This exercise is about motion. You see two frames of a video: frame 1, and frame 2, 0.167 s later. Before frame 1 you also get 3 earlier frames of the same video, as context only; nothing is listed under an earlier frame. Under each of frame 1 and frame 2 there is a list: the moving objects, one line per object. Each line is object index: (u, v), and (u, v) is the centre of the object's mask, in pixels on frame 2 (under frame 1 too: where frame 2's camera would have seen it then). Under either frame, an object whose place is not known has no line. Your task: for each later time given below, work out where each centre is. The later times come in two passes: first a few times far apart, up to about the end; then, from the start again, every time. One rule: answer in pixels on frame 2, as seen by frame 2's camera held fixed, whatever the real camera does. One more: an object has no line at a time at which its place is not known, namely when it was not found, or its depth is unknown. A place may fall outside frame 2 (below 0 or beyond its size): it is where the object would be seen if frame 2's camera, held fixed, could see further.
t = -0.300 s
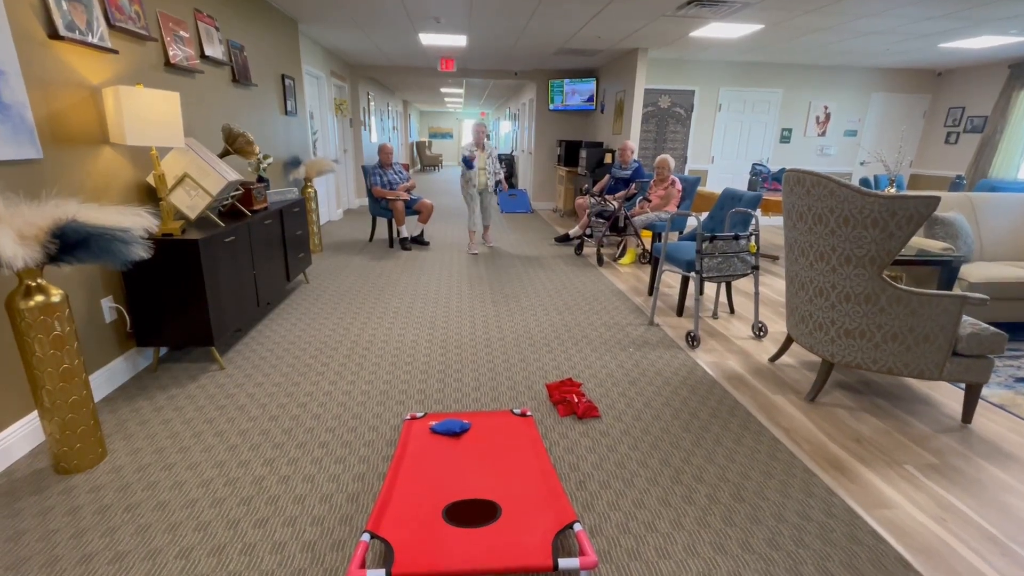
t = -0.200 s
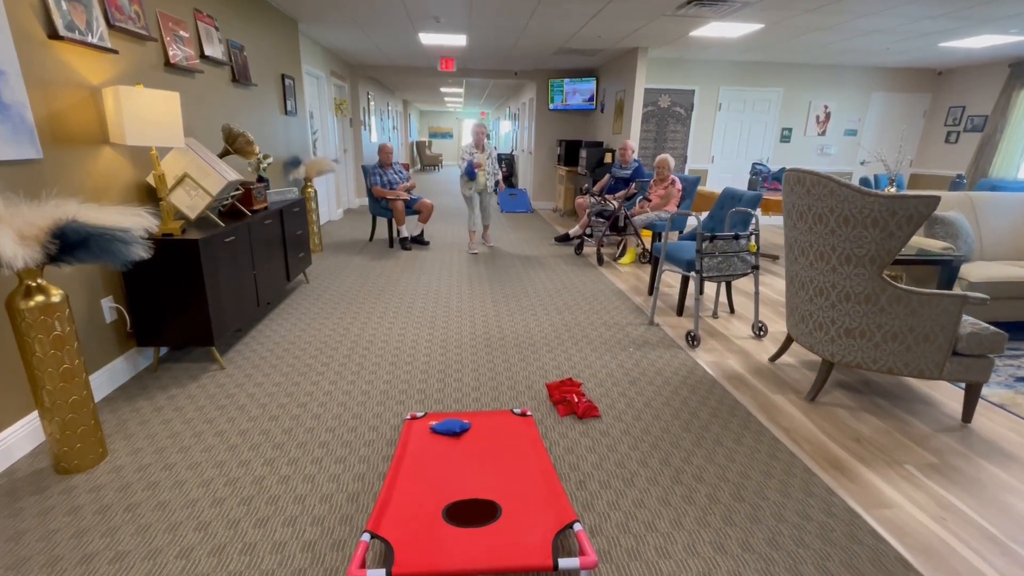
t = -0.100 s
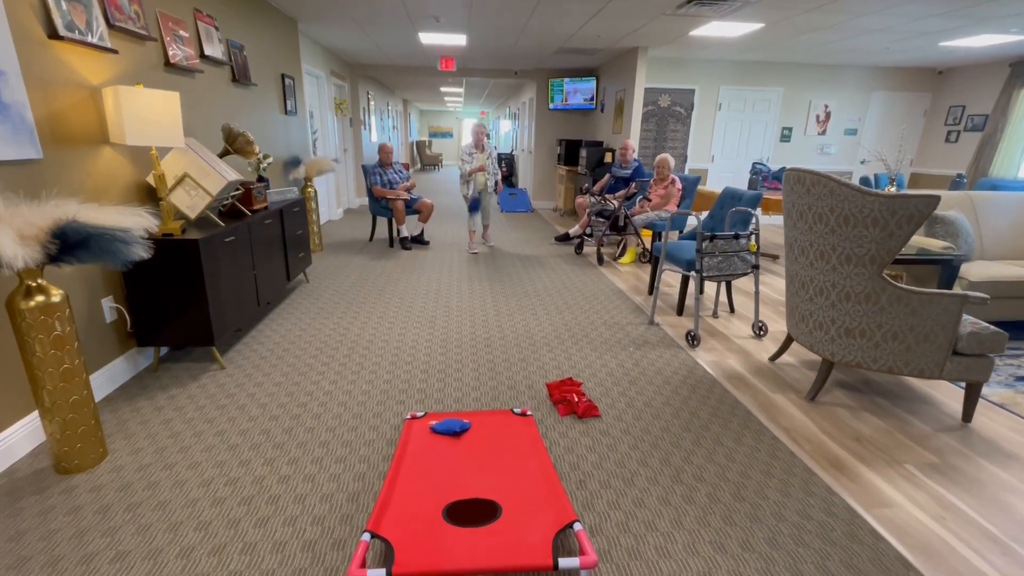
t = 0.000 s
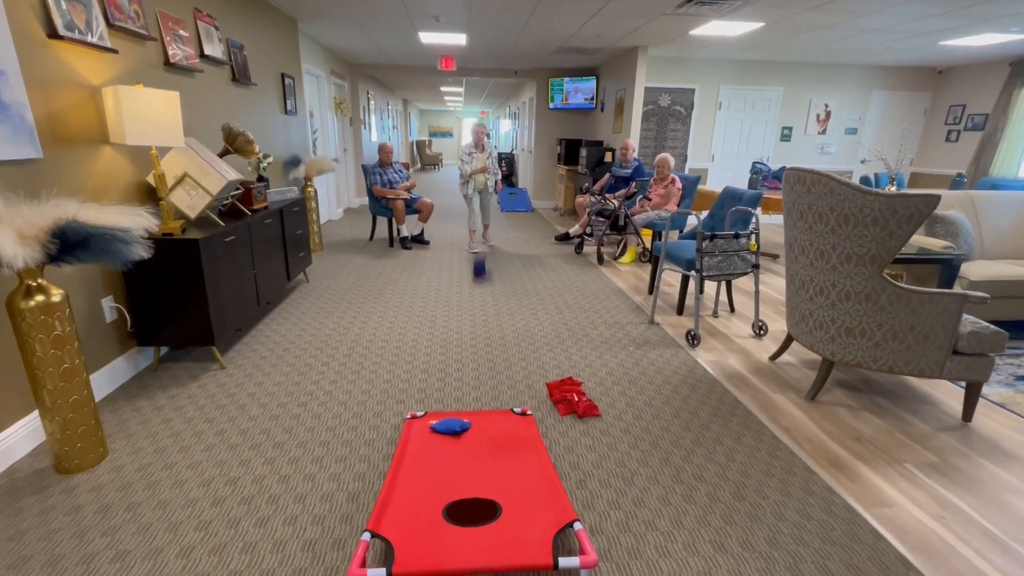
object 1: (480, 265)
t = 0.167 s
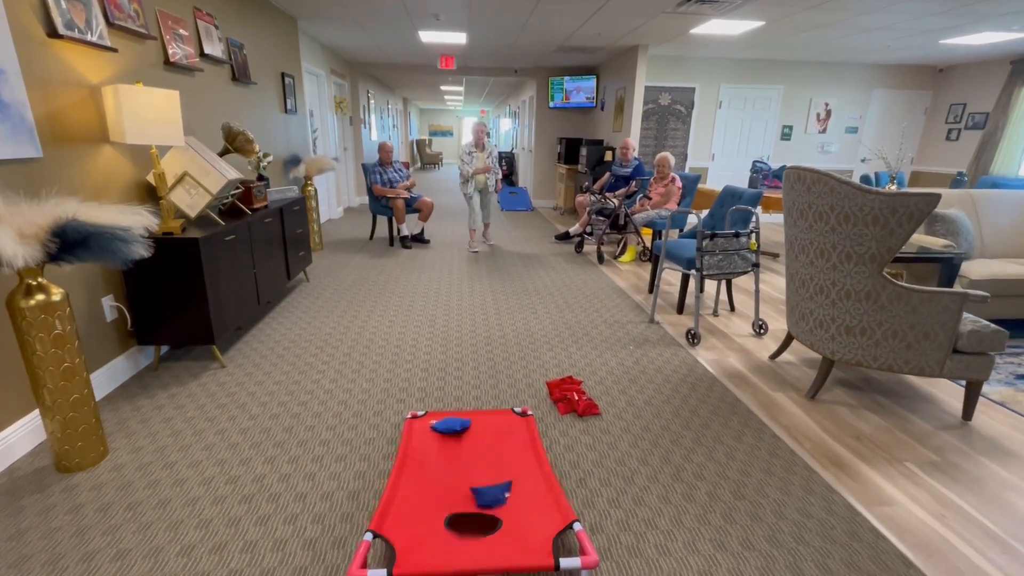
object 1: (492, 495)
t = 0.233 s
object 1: (489, 462)
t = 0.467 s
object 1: (476, 407)
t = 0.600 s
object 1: (470, 434)
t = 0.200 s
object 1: (491, 479)
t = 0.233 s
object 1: (489, 462)
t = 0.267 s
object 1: (487, 445)
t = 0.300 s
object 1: (486, 431)
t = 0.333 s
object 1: (484, 421)
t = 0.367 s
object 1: (482, 413)
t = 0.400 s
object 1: (480, 408)
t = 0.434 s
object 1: (478, 406)
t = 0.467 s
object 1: (476, 407)
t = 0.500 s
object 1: (475, 410)
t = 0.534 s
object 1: (473, 416)
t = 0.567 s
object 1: (472, 425)
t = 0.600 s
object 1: (470, 434)
